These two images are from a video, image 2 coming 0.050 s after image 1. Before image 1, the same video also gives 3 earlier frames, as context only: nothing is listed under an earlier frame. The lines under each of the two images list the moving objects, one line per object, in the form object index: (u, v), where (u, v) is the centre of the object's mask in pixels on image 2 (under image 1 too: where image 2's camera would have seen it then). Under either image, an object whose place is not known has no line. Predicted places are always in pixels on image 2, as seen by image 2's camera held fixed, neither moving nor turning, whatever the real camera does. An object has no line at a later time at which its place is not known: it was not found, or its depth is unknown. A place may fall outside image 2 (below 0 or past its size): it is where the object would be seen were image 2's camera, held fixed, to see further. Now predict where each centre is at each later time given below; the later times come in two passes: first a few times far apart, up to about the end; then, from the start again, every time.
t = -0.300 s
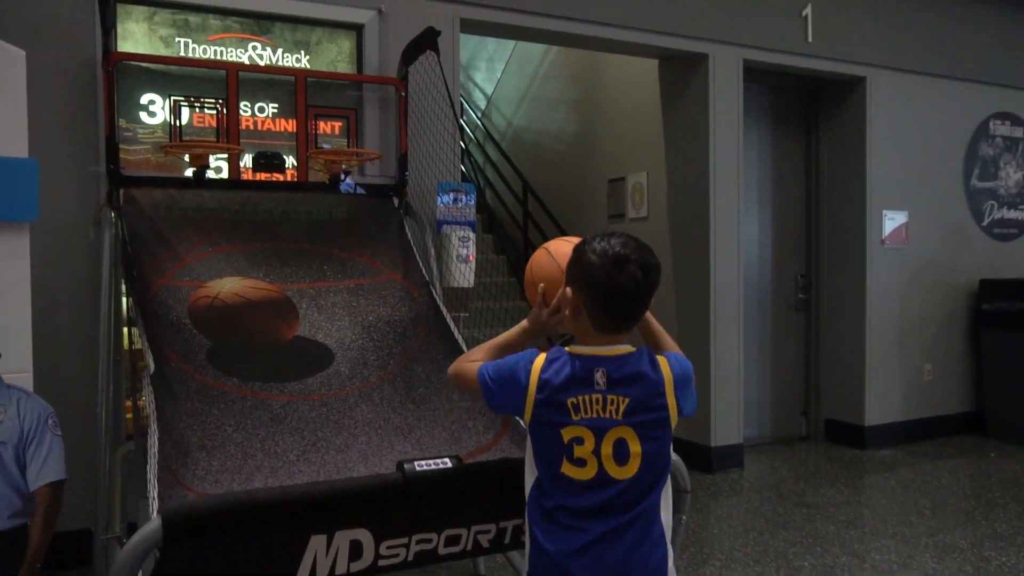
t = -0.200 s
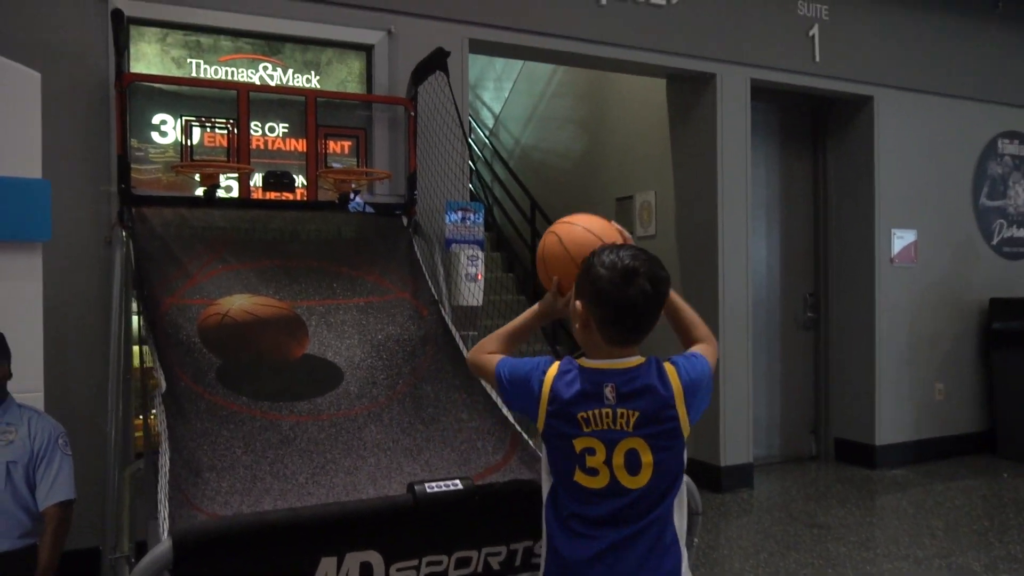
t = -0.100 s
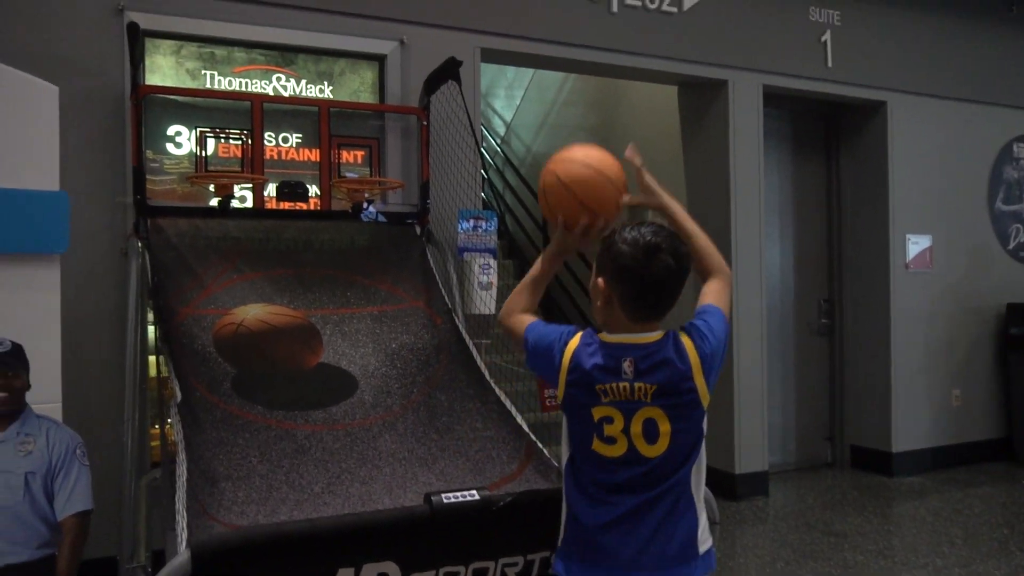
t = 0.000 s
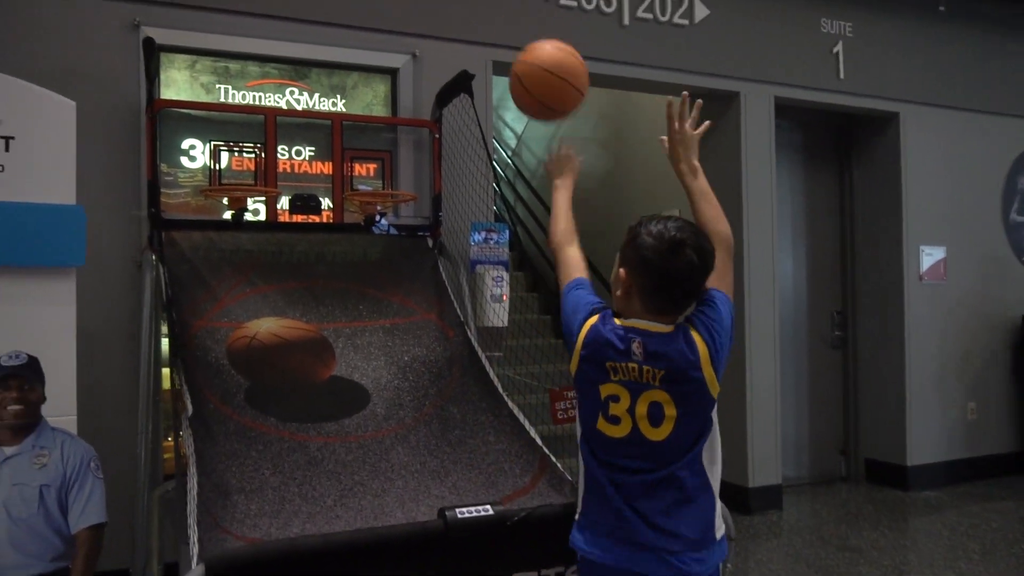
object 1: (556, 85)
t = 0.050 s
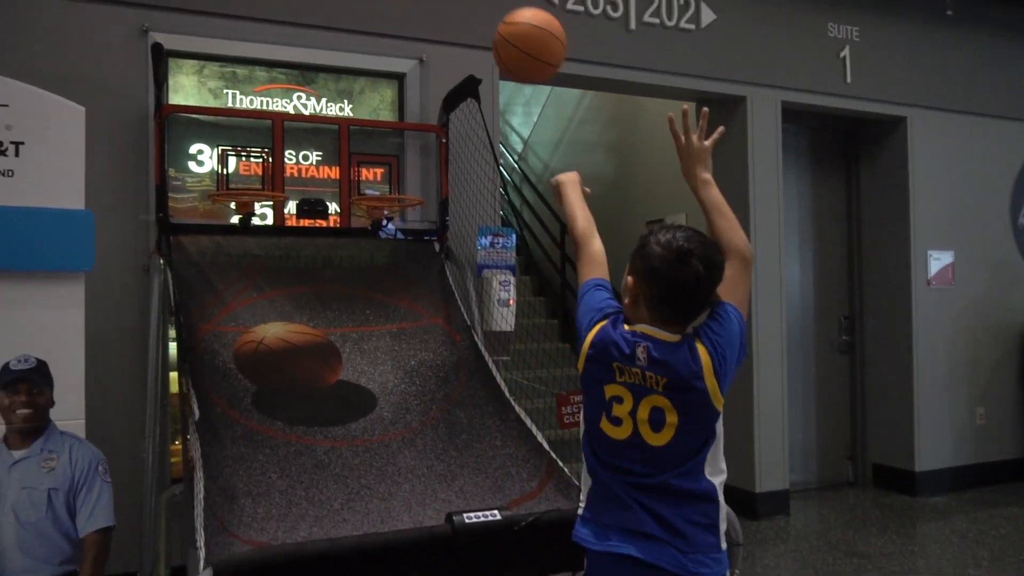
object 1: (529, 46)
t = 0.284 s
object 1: (445, 17)
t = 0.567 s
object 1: (386, 162)
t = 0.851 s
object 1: (375, 240)
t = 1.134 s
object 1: (350, 340)
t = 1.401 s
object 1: (346, 437)
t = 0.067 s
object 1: (522, 36)
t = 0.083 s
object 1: (514, 29)
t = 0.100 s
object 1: (507, 24)
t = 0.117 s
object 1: (500, 20)
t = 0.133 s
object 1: (493, 18)
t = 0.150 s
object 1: (487, 15)
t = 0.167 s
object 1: (481, 14)
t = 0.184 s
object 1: (475, 12)
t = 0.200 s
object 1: (469, 11)
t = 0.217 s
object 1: (464, 11)
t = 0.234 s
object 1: (459, 11)
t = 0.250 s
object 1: (454, 13)
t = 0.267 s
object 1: (449, 15)
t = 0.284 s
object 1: (445, 17)
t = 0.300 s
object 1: (440, 20)
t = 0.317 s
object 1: (436, 24)
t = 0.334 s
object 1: (432, 29)
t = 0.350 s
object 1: (428, 35)
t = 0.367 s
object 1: (424, 42)
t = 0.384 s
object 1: (420, 49)
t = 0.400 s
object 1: (416, 58)
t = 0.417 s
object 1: (413, 66)
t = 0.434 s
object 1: (410, 75)
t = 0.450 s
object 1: (406, 84)
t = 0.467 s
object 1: (403, 94)
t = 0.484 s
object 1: (400, 104)
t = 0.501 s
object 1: (397, 115)
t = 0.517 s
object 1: (394, 127)
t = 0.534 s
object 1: (391, 138)
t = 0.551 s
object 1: (389, 149)
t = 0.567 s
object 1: (386, 162)
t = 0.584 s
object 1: (383, 174)
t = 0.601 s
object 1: (380, 183)
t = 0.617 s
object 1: (380, 188)
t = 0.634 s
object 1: (384, 186)
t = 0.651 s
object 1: (387, 200)
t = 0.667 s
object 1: (391, 201)
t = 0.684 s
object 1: (398, 203)
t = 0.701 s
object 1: (394, 206)
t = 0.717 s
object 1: (392, 208)
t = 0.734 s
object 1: (391, 211)
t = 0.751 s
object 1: (388, 217)
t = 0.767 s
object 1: (386, 217)
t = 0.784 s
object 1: (384, 221)
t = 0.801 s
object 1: (381, 226)
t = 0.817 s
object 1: (379, 230)
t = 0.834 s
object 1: (377, 235)
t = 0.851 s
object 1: (375, 240)
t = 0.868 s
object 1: (373, 245)
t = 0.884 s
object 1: (372, 250)
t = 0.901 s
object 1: (370, 257)
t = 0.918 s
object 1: (368, 264)
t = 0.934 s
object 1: (366, 272)
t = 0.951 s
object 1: (363, 280)
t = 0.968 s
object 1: (362, 287)
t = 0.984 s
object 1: (360, 293)
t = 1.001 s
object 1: (358, 298)
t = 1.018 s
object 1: (356, 303)
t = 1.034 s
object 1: (355, 308)
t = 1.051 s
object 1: (354, 313)
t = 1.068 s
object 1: (353, 318)
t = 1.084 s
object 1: (352, 323)
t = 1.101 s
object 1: (351, 329)
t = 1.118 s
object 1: (350, 334)
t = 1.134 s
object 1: (350, 340)
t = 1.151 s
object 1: (349, 346)
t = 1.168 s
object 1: (348, 352)
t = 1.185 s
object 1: (348, 358)
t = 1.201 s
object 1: (348, 363)
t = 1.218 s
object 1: (348, 368)
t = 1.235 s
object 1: (347, 374)
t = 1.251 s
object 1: (347, 379)
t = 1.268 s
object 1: (347, 384)
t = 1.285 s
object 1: (347, 390)
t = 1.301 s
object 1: (347, 395)
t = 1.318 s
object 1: (346, 402)
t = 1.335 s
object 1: (347, 409)
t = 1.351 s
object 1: (347, 416)
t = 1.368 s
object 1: (347, 422)
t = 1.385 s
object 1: (346, 429)
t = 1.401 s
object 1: (346, 437)
